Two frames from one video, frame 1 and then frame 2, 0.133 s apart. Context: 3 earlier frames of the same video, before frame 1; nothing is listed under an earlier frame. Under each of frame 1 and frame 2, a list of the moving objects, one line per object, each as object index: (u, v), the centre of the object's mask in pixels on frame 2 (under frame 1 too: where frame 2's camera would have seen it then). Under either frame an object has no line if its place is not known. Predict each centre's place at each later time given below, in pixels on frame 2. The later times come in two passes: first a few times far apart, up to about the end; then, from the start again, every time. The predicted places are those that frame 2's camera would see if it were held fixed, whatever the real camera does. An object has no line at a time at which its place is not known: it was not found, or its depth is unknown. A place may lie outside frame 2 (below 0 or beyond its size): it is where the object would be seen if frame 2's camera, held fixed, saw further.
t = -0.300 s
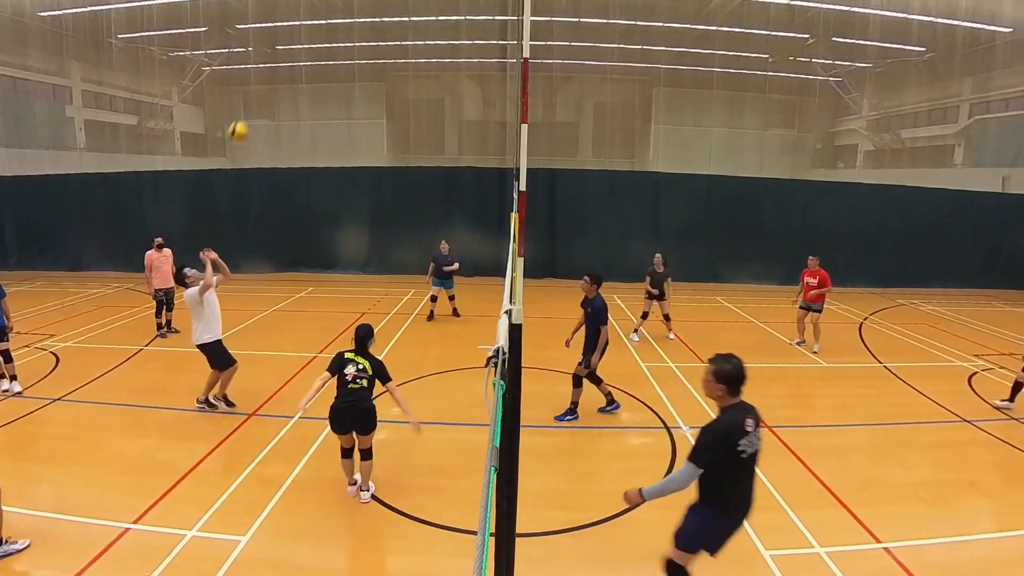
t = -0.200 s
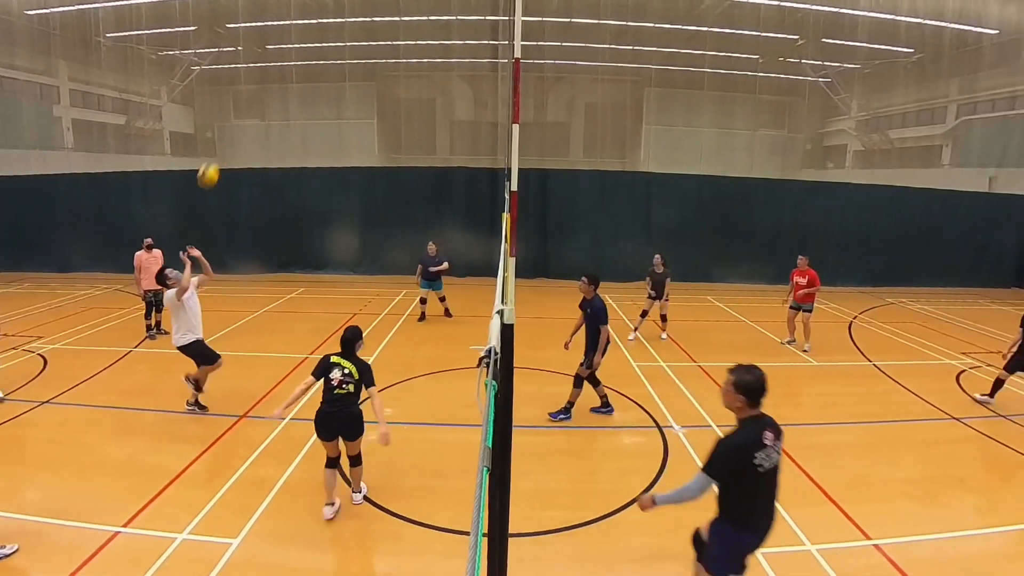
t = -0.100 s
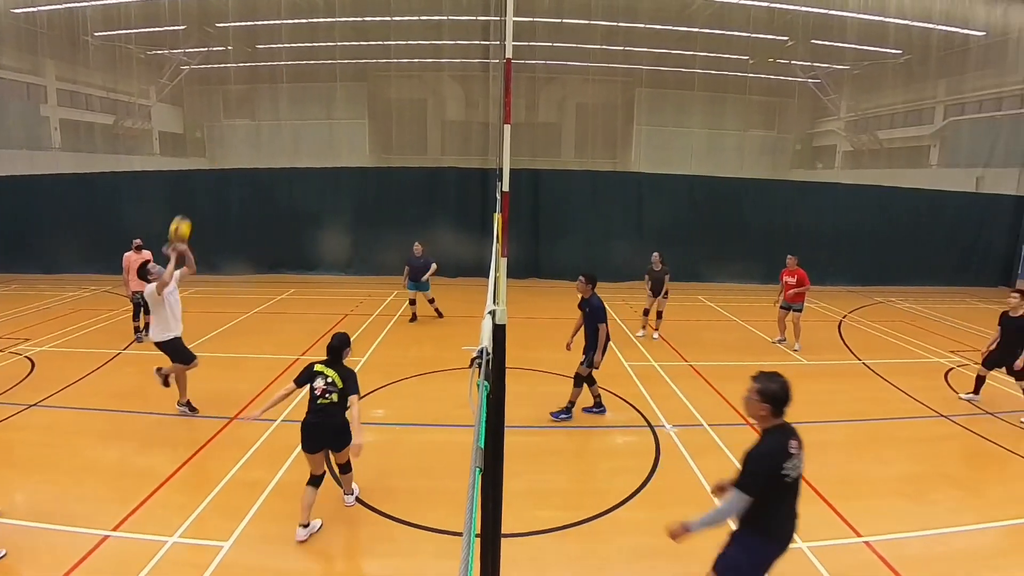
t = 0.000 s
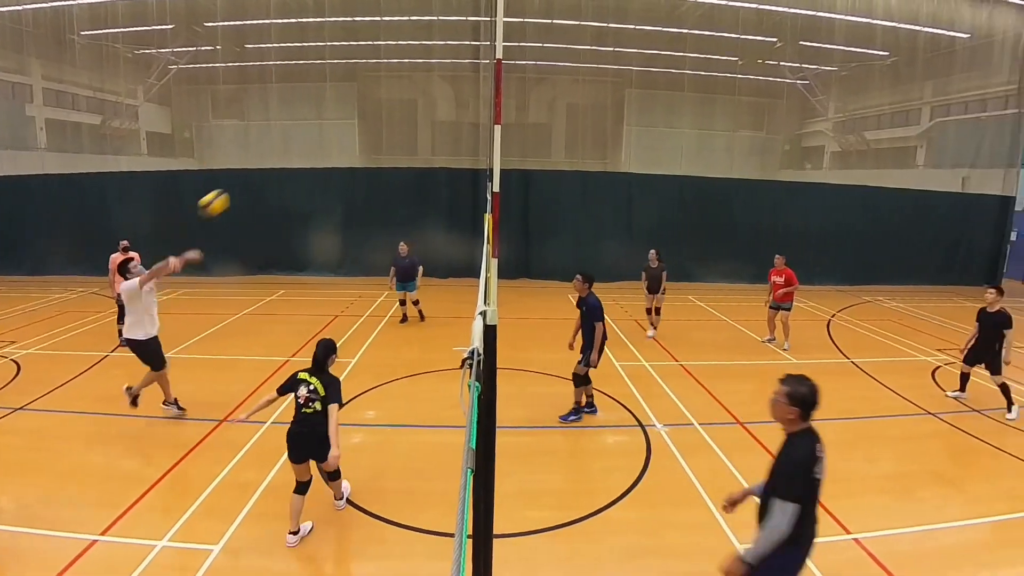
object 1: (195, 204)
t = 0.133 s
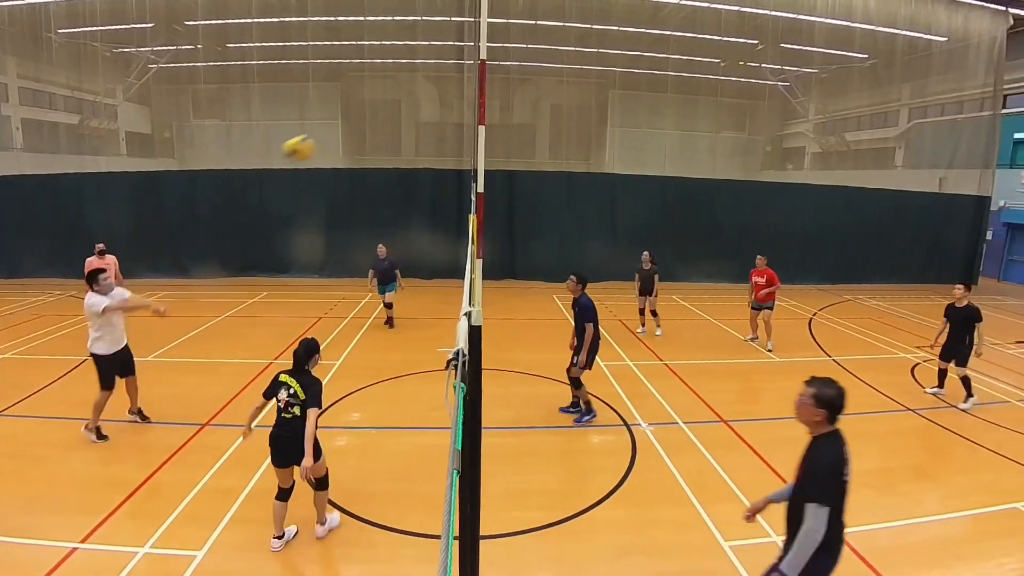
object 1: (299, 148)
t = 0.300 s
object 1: (447, 105)
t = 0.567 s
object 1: (693, 113)
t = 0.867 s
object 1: (935, 243)
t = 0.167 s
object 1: (327, 137)
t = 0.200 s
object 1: (357, 126)
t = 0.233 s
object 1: (385, 118)
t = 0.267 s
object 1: (416, 110)
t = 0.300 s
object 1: (447, 105)
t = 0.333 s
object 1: (475, 99)
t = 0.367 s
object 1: (508, 96)
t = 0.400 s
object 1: (539, 95)
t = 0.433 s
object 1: (570, 95)
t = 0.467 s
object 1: (601, 97)
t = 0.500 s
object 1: (631, 102)
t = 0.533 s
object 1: (662, 107)
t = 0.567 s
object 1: (693, 113)
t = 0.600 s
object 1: (723, 122)
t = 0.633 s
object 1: (752, 132)
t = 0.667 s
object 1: (780, 145)
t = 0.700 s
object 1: (808, 157)
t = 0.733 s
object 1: (836, 173)
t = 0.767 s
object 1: (864, 190)
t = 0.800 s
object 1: (887, 207)
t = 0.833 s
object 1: (911, 224)
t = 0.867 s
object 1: (935, 243)
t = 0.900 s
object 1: (957, 263)
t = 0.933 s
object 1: (977, 282)
